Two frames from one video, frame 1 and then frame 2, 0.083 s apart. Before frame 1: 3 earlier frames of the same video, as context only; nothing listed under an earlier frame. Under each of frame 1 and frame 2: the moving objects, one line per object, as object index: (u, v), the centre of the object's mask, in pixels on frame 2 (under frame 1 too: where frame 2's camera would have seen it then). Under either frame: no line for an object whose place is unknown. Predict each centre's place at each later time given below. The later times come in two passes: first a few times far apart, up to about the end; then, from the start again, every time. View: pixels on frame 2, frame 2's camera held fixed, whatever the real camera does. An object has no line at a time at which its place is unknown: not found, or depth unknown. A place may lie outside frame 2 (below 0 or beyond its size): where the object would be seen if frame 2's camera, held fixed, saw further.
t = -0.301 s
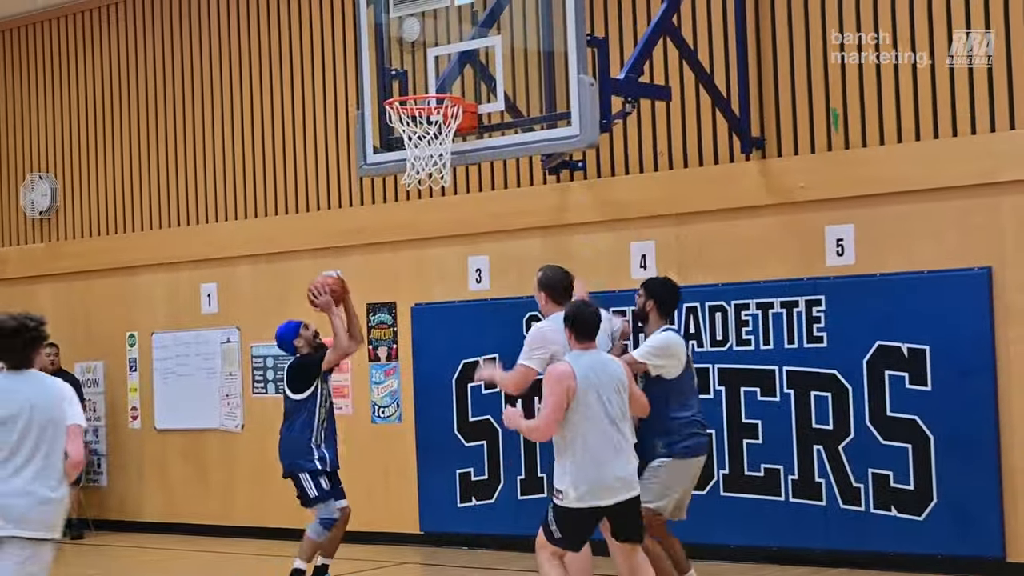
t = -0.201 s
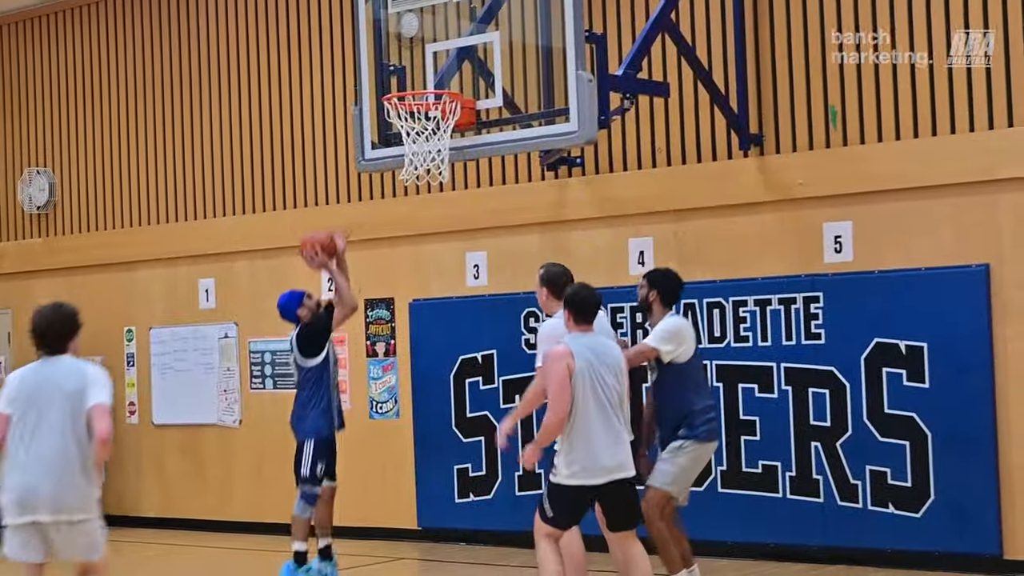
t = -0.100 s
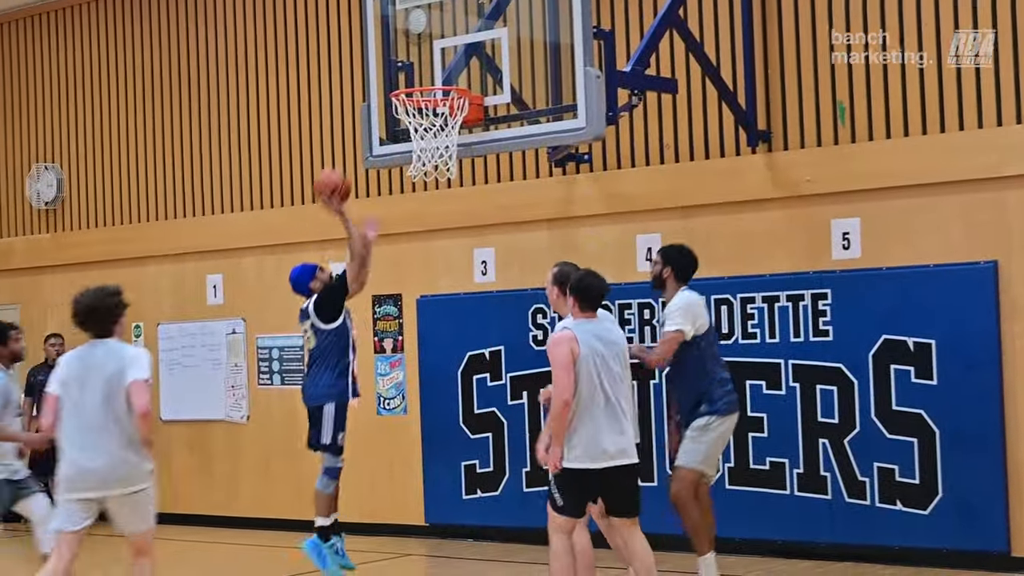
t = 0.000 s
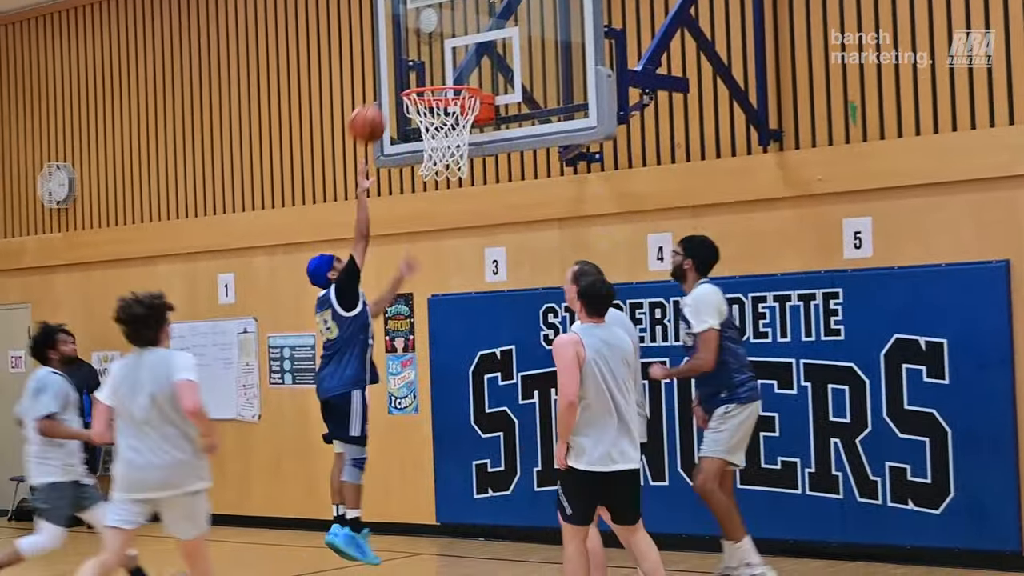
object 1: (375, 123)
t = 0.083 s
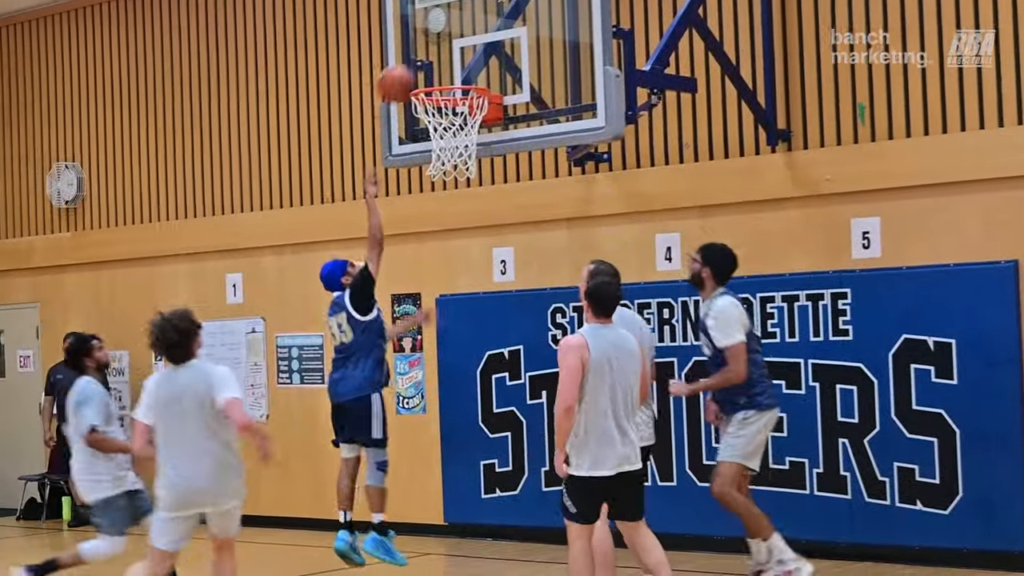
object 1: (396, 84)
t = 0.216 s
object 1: (429, 43)
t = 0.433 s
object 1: (430, 53)
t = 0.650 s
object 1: (443, 112)
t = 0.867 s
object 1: (476, 195)
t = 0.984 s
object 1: (490, 266)
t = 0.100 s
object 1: (401, 77)
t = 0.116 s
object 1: (405, 71)
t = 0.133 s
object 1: (409, 65)
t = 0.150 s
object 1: (412, 59)
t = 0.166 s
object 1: (417, 54)
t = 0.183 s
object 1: (421, 50)
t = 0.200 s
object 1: (425, 46)
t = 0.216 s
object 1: (429, 43)
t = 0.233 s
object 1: (431, 41)
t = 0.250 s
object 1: (431, 41)
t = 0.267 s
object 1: (431, 40)
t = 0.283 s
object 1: (431, 39)
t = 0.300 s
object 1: (431, 39)
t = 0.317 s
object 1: (430, 39)
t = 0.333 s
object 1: (430, 40)
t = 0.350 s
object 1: (430, 41)
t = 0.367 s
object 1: (431, 42)
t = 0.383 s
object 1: (430, 43)
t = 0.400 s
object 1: (430, 46)
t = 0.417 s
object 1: (430, 49)
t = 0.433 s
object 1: (430, 53)
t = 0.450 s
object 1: (429, 56)
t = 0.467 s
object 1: (430, 60)
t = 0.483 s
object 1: (430, 66)
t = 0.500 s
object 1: (429, 70)
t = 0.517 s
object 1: (429, 73)
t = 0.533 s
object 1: (429, 76)
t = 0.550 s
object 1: (430, 79)
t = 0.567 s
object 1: (434, 83)
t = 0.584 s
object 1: (437, 93)
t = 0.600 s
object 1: (437, 99)
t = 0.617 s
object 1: (439, 105)
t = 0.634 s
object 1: (440, 108)
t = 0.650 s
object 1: (443, 112)
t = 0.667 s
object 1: (449, 119)
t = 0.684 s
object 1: (451, 126)
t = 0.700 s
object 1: (454, 131)
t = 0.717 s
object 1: (457, 137)
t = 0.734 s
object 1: (458, 141)
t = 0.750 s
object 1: (461, 148)
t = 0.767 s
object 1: (463, 159)
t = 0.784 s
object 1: (465, 161)
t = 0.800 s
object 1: (467, 165)
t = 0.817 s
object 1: (468, 171)
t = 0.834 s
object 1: (470, 179)
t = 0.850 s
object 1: (472, 186)
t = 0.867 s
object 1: (476, 195)
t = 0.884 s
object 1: (478, 205)
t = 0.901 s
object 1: (481, 214)
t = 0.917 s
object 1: (482, 222)
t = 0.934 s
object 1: (485, 232)
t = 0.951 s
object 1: (486, 242)
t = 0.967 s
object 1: (487, 253)
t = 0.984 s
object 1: (490, 266)
